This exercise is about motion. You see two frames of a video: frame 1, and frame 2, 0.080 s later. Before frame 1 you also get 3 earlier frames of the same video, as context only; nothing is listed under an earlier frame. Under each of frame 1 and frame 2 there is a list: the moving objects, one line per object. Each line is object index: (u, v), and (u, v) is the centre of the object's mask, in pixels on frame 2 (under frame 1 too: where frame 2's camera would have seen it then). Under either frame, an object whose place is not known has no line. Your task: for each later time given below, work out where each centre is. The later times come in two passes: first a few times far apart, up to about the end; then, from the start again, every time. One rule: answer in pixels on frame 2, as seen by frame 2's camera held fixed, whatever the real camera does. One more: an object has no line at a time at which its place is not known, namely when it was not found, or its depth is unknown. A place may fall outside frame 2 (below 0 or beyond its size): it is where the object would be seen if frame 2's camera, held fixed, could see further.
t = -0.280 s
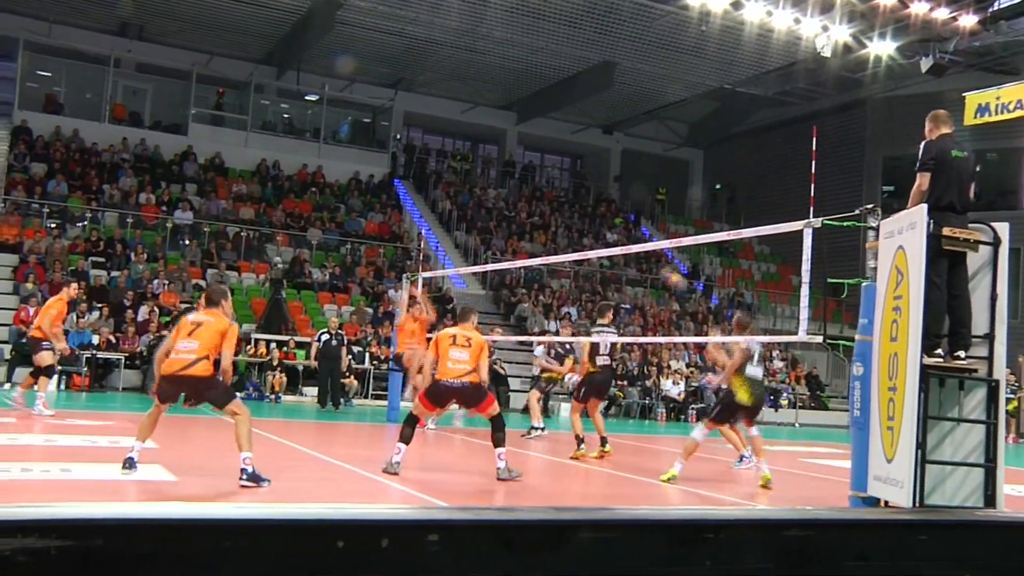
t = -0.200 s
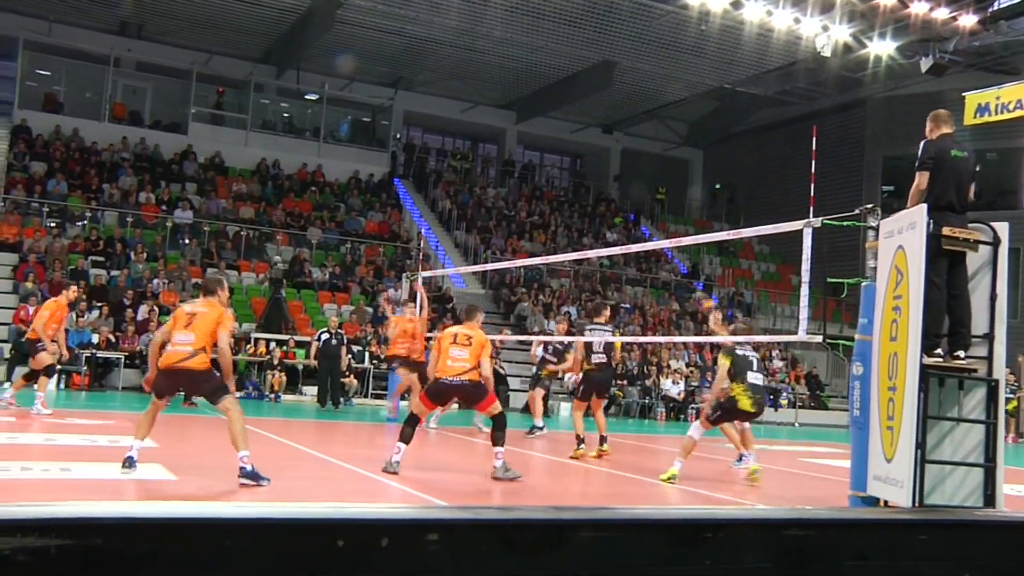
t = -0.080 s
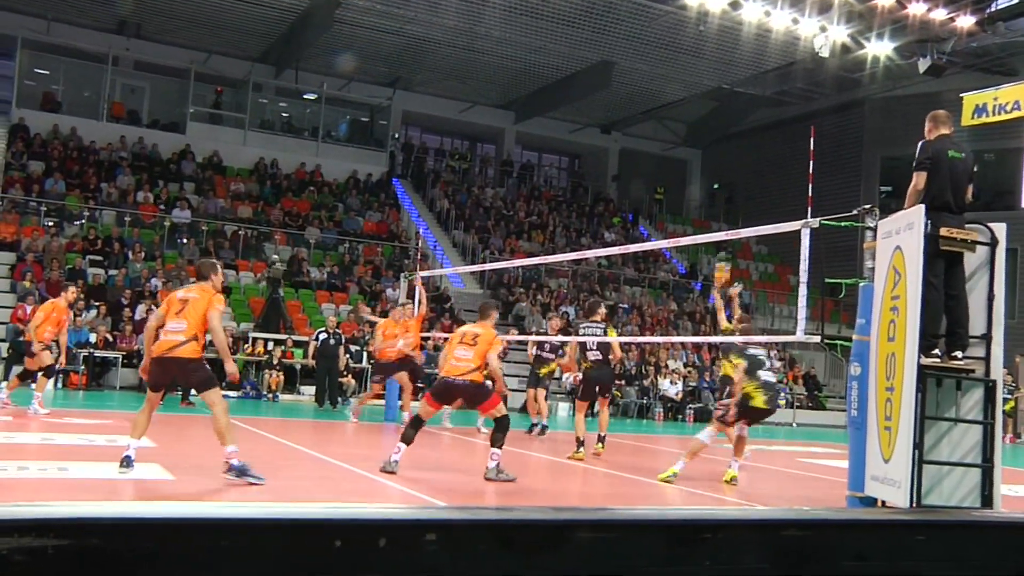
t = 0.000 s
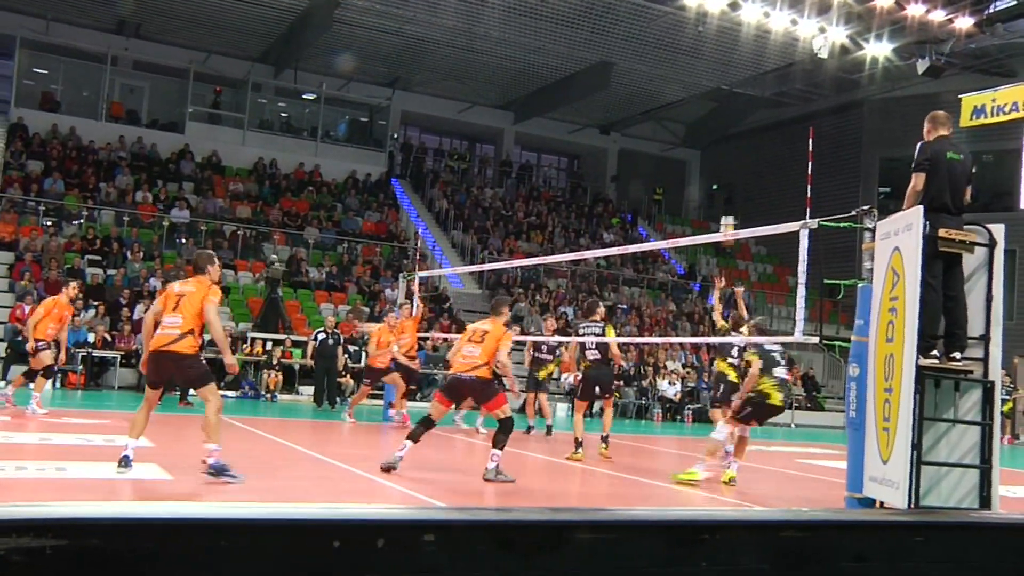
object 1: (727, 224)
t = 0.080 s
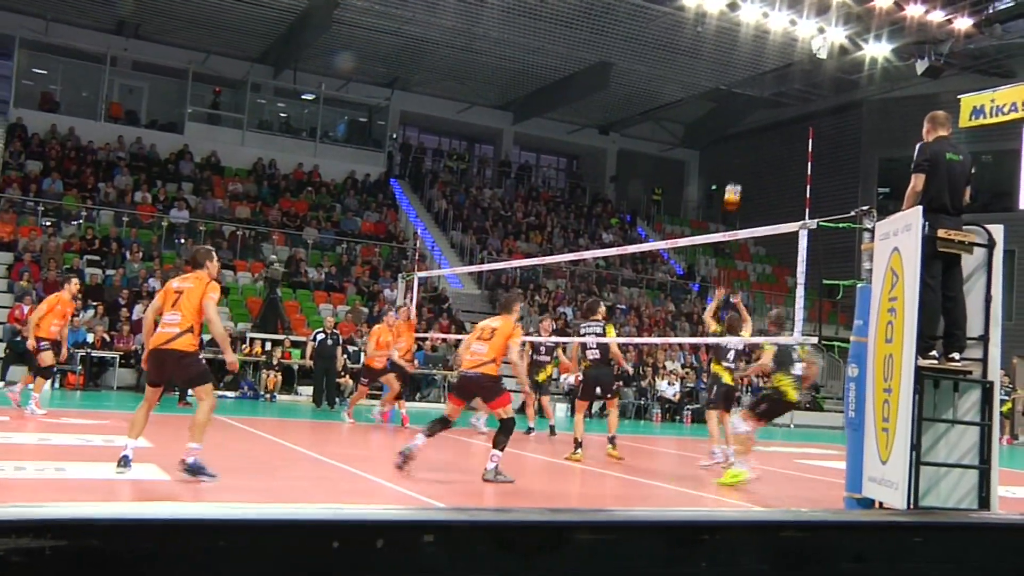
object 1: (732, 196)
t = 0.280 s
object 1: (745, 137)
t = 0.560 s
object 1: (759, 105)
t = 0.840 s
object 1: (768, 128)
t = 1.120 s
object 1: (775, 200)
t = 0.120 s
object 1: (735, 181)
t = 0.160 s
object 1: (738, 169)
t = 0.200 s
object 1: (740, 156)
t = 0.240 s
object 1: (743, 146)
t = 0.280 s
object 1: (745, 137)
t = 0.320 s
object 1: (748, 129)
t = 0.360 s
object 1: (750, 122)
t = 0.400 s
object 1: (752, 116)
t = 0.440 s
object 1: (754, 112)
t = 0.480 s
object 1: (755, 108)
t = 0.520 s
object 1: (757, 106)
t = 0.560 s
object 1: (759, 105)
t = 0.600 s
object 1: (760, 106)
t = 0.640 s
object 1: (762, 107)
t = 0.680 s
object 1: (763, 108)
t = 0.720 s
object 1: (764, 112)
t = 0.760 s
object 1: (766, 117)
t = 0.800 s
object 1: (767, 121)
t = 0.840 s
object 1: (768, 128)
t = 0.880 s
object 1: (769, 136)
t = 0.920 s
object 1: (770, 144)
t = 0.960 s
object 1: (771, 153)
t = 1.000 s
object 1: (772, 163)
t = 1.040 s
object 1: (773, 174)
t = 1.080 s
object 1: (774, 187)
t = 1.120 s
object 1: (775, 200)
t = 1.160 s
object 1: (775, 212)
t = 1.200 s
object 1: (775, 220)
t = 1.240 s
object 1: (777, 245)
